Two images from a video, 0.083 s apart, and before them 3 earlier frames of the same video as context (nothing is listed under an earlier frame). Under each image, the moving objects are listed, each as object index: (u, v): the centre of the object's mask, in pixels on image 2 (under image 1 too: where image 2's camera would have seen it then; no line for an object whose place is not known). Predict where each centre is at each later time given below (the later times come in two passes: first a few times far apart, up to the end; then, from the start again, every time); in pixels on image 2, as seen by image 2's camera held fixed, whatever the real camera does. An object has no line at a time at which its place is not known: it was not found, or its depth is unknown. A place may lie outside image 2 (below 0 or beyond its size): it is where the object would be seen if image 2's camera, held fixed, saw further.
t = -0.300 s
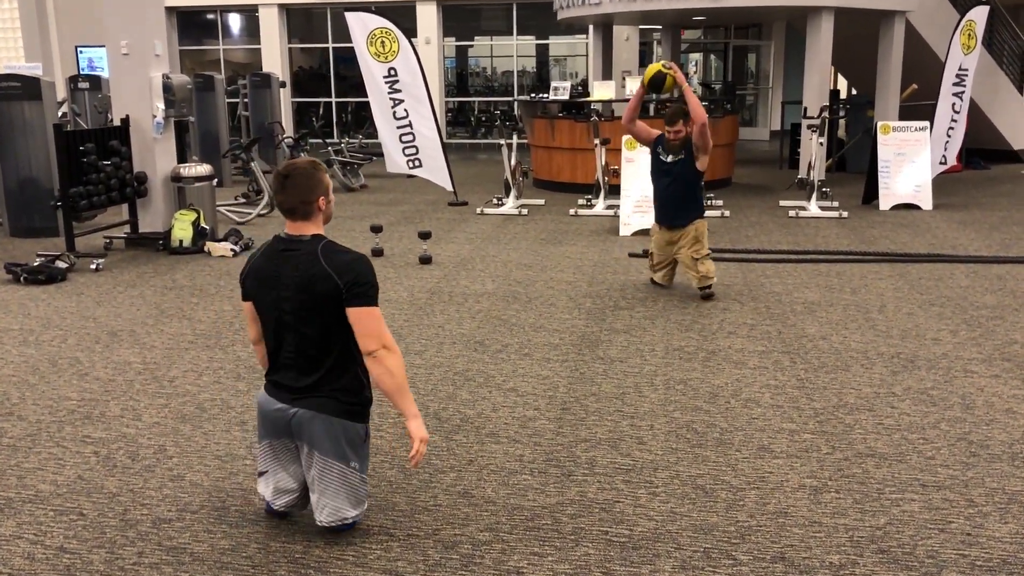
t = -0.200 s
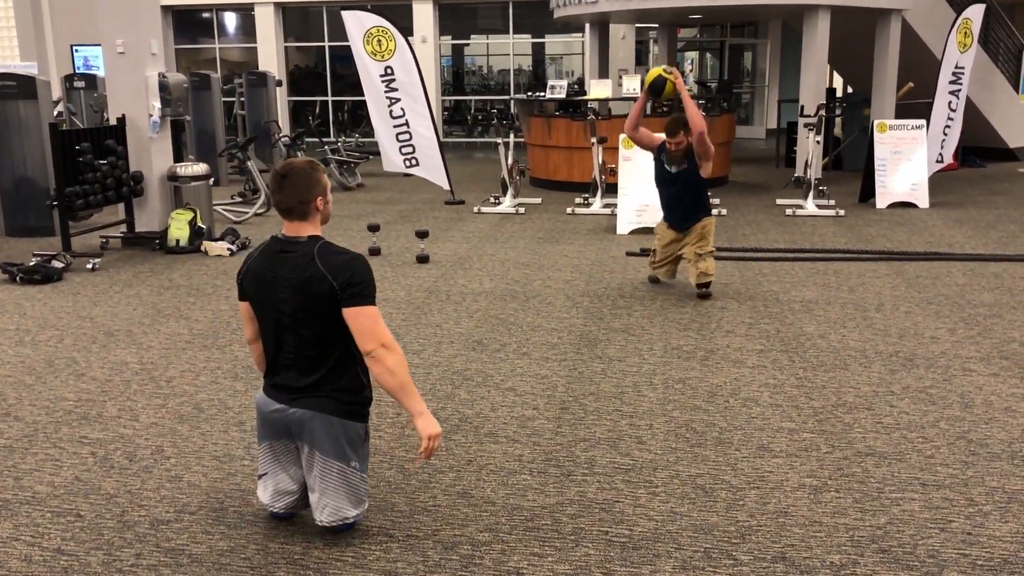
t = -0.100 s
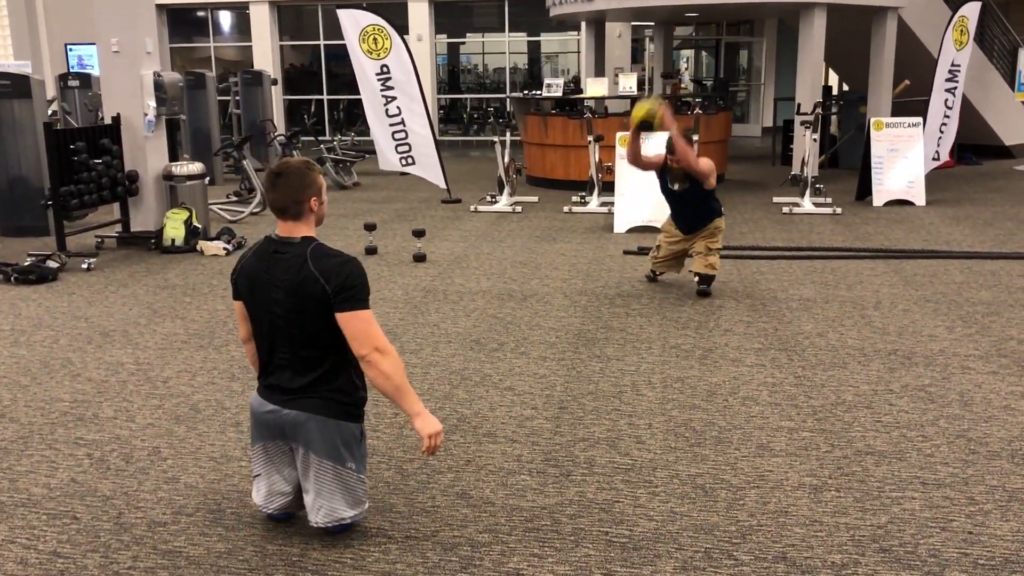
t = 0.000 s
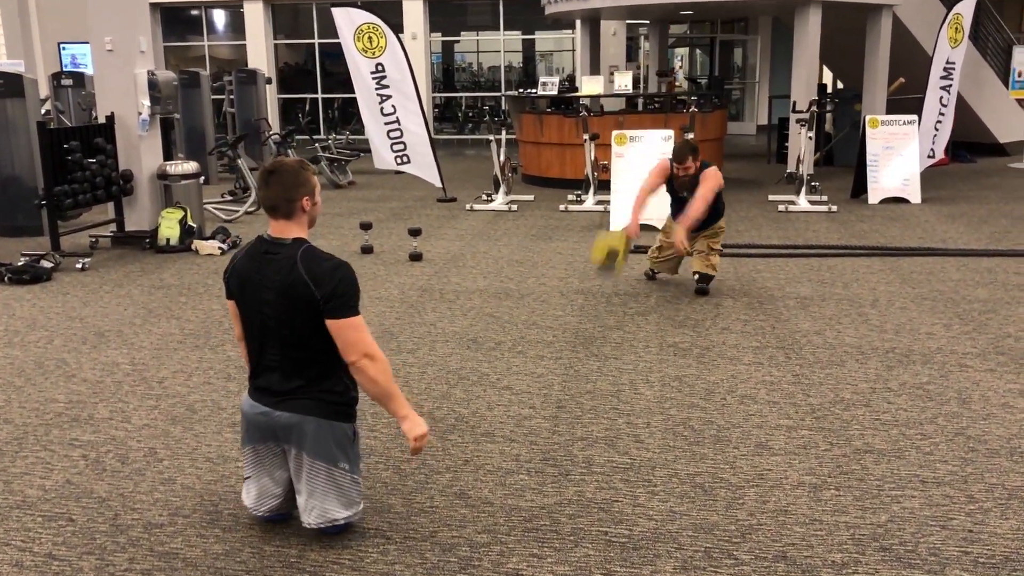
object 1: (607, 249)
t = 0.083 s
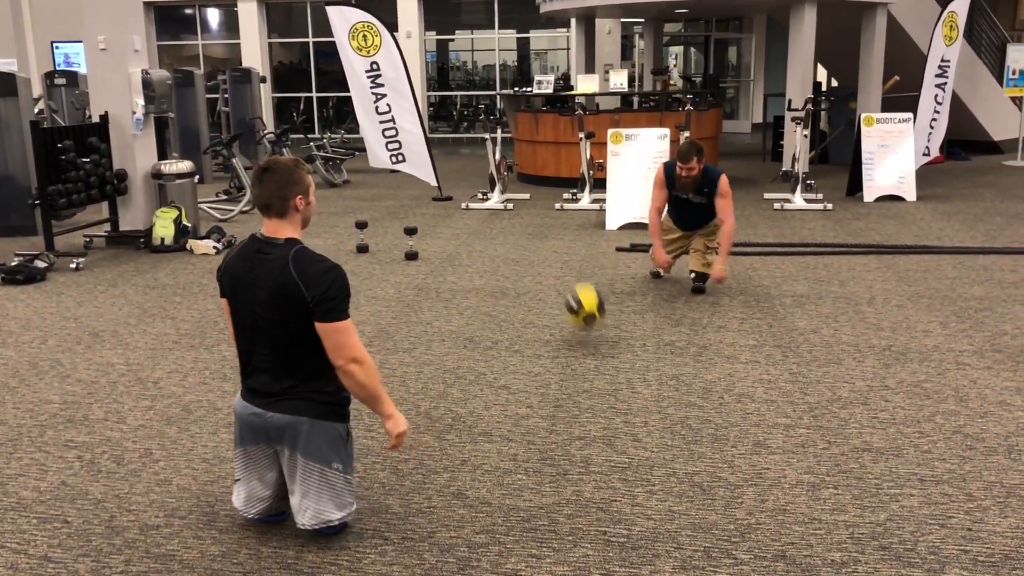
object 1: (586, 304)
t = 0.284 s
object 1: (550, 150)
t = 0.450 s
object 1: (515, 54)
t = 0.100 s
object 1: (582, 291)
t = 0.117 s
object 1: (579, 277)
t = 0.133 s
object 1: (576, 265)
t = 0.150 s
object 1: (573, 252)
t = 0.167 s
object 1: (571, 238)
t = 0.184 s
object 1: (568, 226)
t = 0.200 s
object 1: (564, 211)
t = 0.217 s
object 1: (561, 198)
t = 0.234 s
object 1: (560, 187)
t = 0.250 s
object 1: (557, 175)
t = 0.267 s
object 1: (553, 162)
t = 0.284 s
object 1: (550, 150)
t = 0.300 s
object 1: (547, 139)
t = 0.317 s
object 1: (543, 129)
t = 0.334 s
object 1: (539, 118)
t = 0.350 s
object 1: (536, 110)
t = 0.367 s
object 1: (533, 98)
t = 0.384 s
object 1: (529, 87)
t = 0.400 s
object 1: (526, 81)
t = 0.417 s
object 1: (522, 70)
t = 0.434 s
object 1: (519, 61)
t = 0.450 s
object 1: (515, 54)
